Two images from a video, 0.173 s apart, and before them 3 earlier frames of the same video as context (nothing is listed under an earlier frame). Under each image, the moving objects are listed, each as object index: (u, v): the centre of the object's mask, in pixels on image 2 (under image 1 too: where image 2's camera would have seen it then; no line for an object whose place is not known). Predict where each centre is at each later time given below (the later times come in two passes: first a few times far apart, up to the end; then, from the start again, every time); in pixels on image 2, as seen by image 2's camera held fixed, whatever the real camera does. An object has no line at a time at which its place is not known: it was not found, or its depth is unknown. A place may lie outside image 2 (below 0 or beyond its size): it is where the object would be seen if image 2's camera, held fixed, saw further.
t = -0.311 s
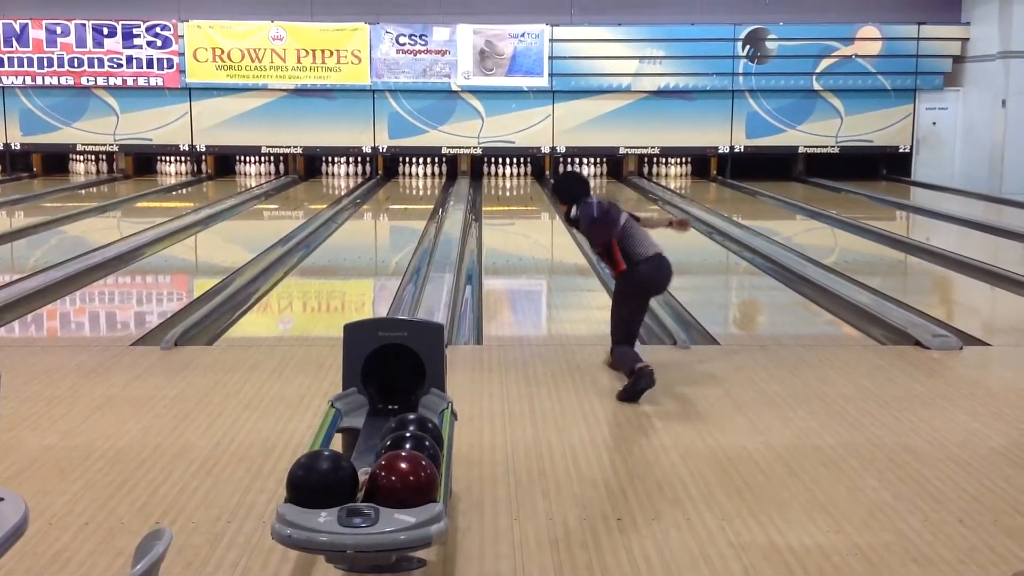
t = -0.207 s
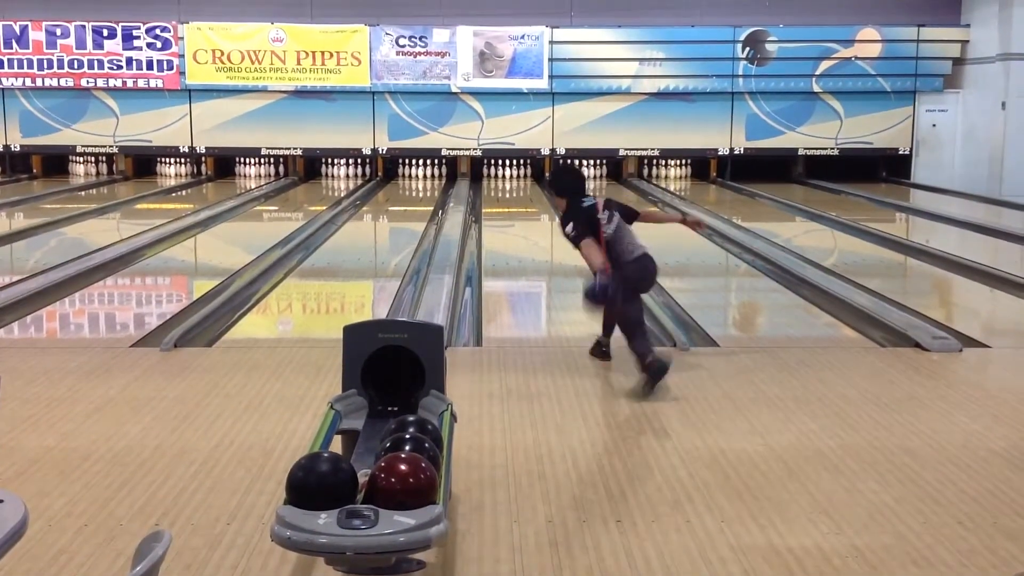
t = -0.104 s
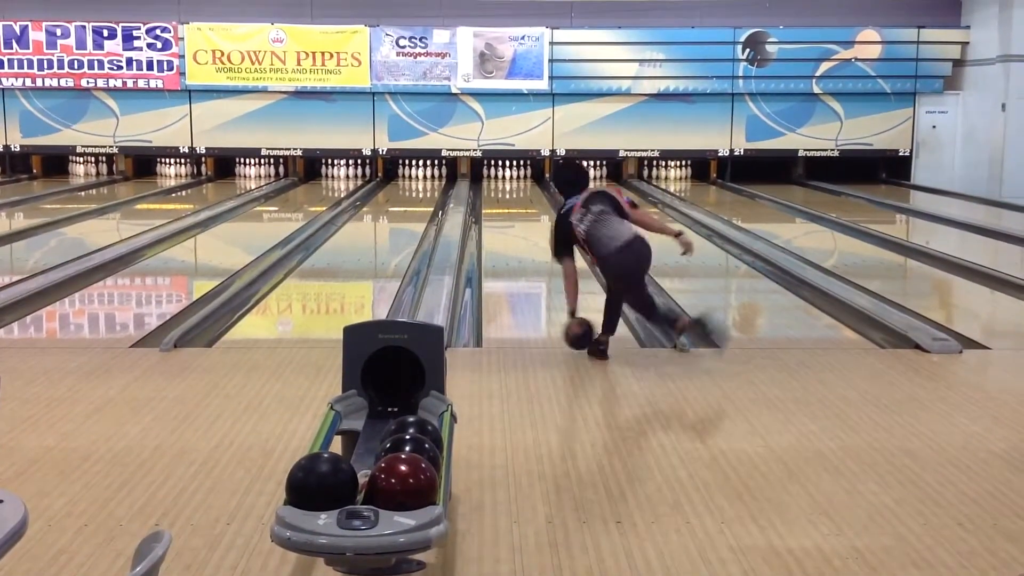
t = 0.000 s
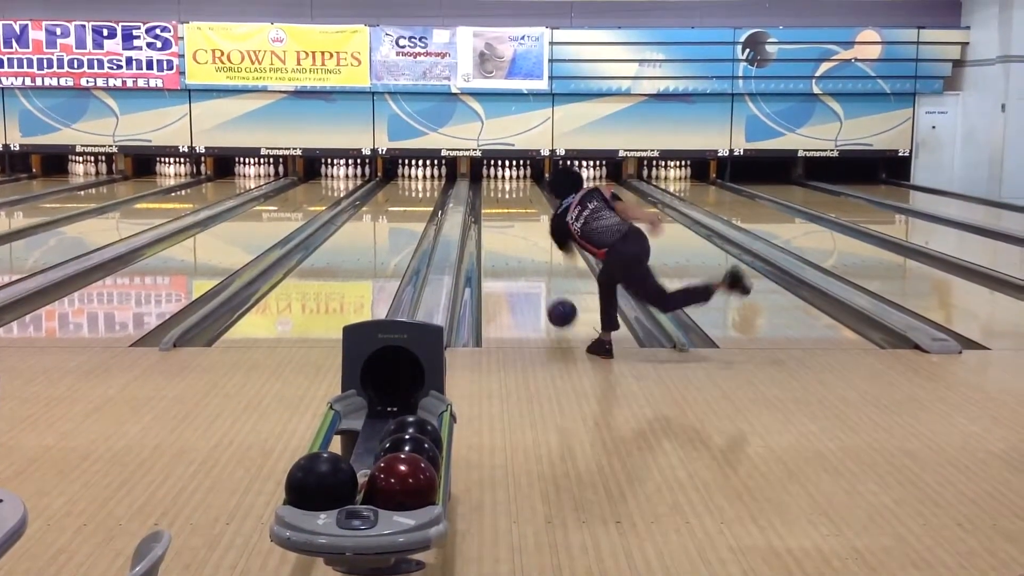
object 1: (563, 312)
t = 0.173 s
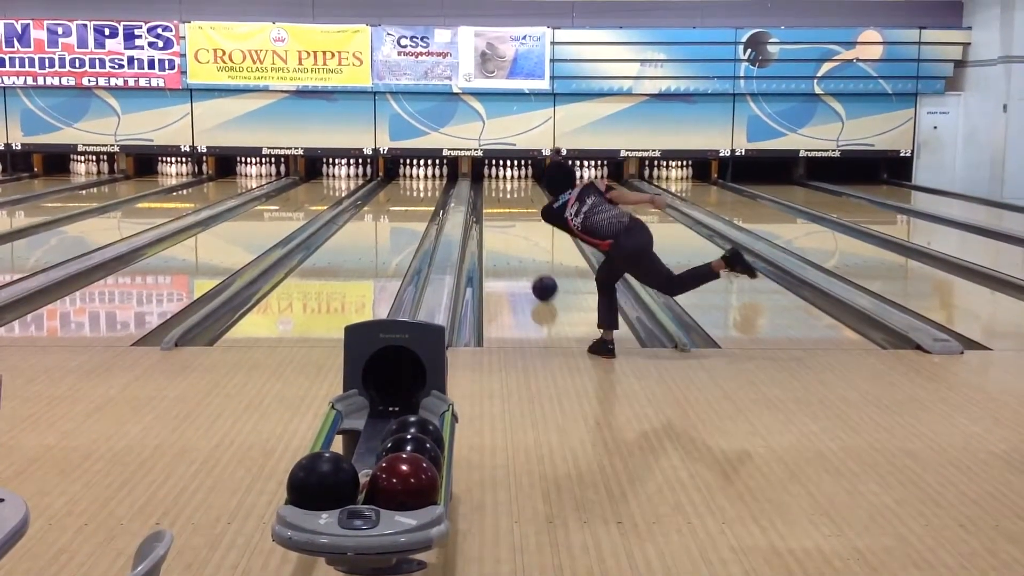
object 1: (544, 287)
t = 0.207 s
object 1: (541, 283)
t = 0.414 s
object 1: (526, 258)
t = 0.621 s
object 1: (515, 239)
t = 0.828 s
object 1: (507, 224)
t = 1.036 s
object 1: (500, 210)
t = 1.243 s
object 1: (496, 201)
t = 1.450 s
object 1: (493, 193)
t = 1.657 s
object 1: (493, 187)
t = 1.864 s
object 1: (496, 181)
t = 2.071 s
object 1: (502, 176)
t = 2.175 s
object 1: (502, 176)
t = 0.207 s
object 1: (541, 283)
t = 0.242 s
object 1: (538, 278)
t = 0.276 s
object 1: (536, 273)
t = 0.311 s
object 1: (533, 269)
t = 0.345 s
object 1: (530, 265)
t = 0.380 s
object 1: (528, 261)
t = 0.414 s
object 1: (526, 258)
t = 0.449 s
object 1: (524, 254)
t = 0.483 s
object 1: (522, 251)
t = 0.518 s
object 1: (520, 247)
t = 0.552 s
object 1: (518, 244)
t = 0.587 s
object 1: (517, 242)
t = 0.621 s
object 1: (515, 239)
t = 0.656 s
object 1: (513, 236)
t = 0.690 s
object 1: (512, 233)
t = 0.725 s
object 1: (511, 231)
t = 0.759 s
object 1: (509, 228)
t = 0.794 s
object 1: (508, 226)
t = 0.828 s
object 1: (507, 224)
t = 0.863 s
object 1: (506, 222)
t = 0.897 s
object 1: (505, 220)
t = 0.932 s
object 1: (503, 216)
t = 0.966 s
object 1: (501, 214)
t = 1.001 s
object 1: (501, 212)
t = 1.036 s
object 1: (500, 210)
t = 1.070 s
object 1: (499, 209)
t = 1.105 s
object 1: (498, 207)
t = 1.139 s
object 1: (498, 205)
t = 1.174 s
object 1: (497, 204)
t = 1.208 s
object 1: (496, 202)
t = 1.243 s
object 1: (496, 201)
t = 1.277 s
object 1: (495, 200)
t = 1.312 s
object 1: (495, 198)
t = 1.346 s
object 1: (495, 197)
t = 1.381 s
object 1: (494, 196)
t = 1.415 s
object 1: (494, 194)
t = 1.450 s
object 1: (493, 193)
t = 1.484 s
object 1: (493, 192)
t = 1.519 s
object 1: (493, 191)
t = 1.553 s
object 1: (493, 190)
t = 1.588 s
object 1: (493, 189)
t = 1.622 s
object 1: (493, 188)
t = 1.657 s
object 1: (493, 187)
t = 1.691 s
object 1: (493, 186)
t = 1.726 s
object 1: (494, 185)
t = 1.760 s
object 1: (494, 184)
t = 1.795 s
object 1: (495, 183)
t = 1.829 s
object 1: (496, 182)
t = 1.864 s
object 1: (496, 181)
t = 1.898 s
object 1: (497, 180)
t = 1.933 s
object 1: (498, 180)
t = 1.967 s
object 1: (499, 179)
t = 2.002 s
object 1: (500, 178)
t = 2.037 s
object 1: (502, 177)
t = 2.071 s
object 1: (502, 176)
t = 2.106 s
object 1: (503, 176)
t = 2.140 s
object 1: (503, 176)
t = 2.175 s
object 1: (502, 176)
